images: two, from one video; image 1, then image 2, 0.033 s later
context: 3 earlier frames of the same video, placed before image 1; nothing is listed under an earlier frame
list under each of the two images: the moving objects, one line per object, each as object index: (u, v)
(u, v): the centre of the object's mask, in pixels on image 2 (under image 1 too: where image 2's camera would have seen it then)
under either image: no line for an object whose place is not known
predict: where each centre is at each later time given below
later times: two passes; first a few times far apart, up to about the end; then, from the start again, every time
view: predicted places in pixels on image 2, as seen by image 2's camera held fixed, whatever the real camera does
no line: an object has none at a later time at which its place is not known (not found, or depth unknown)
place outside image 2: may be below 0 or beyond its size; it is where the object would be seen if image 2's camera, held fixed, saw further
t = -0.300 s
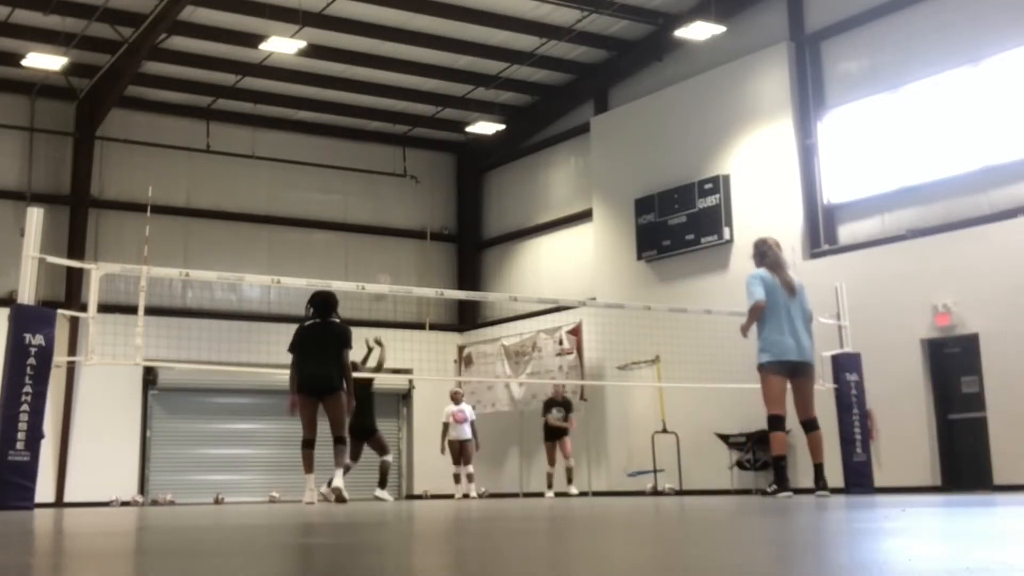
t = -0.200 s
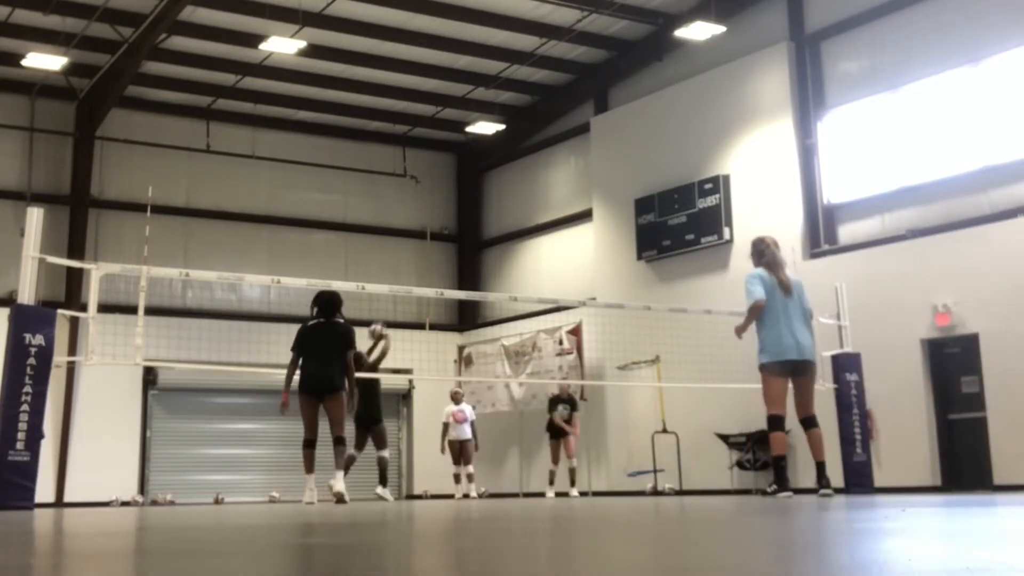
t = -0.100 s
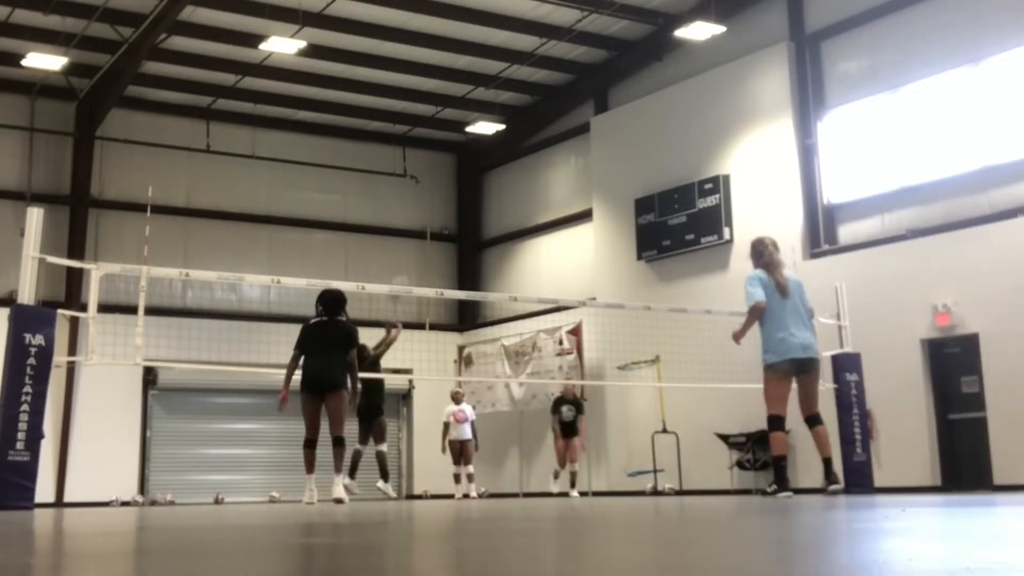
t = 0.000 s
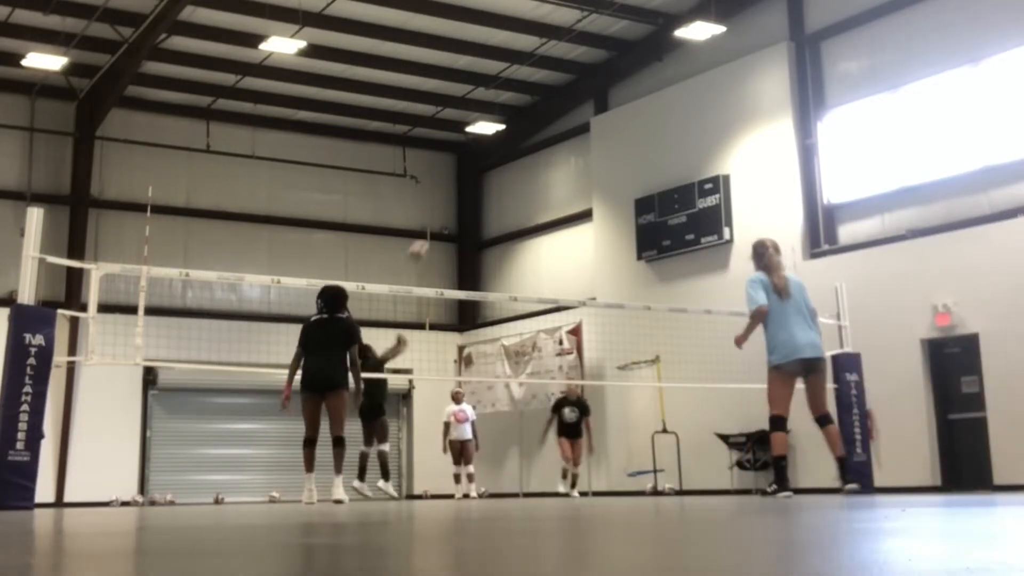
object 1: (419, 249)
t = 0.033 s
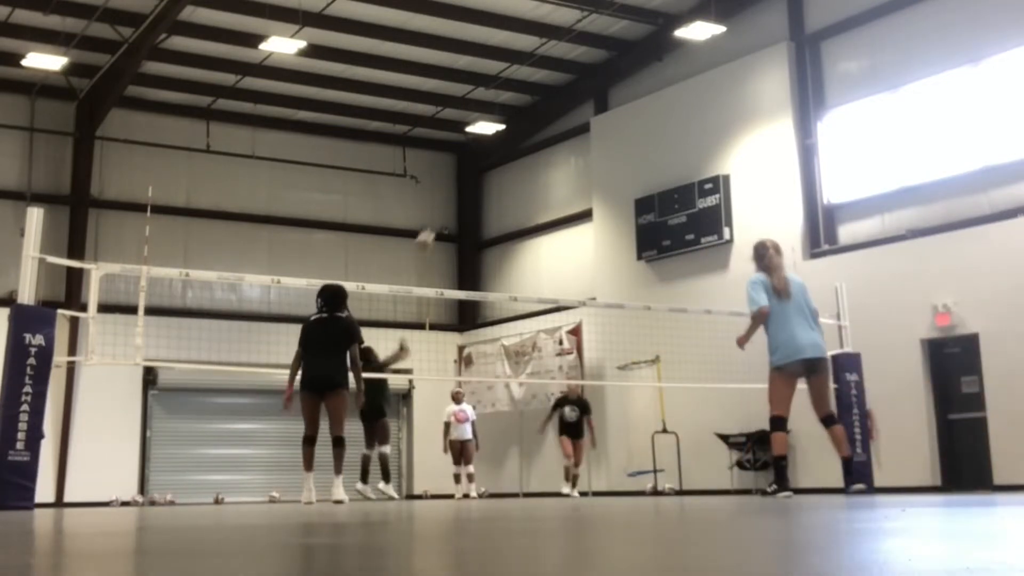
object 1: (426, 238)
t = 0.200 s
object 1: (457, 201)
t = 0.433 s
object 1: (498, 185)
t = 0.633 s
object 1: (532, 204)
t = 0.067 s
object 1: (432, 230)
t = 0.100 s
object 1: (439, 221)
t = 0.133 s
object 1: (445, 213)
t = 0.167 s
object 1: (452, 206)
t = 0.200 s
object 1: (457, 201)
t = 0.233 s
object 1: (463, 197)
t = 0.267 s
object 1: (468, 193)
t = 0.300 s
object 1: (474, 190)
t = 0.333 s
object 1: (480, 188)
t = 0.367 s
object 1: (485, 185)
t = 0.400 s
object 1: (492, 184)
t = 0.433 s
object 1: (498, 185)
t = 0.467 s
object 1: (504, 186)
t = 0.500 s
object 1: (509, 188)
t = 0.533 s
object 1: (515, 191)
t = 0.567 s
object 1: (520, 194)
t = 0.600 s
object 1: (526, 198)
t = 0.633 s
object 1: (532, 204)
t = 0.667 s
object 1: (537, 209)
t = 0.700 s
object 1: (543, 216)
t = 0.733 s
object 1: (550, 225)
